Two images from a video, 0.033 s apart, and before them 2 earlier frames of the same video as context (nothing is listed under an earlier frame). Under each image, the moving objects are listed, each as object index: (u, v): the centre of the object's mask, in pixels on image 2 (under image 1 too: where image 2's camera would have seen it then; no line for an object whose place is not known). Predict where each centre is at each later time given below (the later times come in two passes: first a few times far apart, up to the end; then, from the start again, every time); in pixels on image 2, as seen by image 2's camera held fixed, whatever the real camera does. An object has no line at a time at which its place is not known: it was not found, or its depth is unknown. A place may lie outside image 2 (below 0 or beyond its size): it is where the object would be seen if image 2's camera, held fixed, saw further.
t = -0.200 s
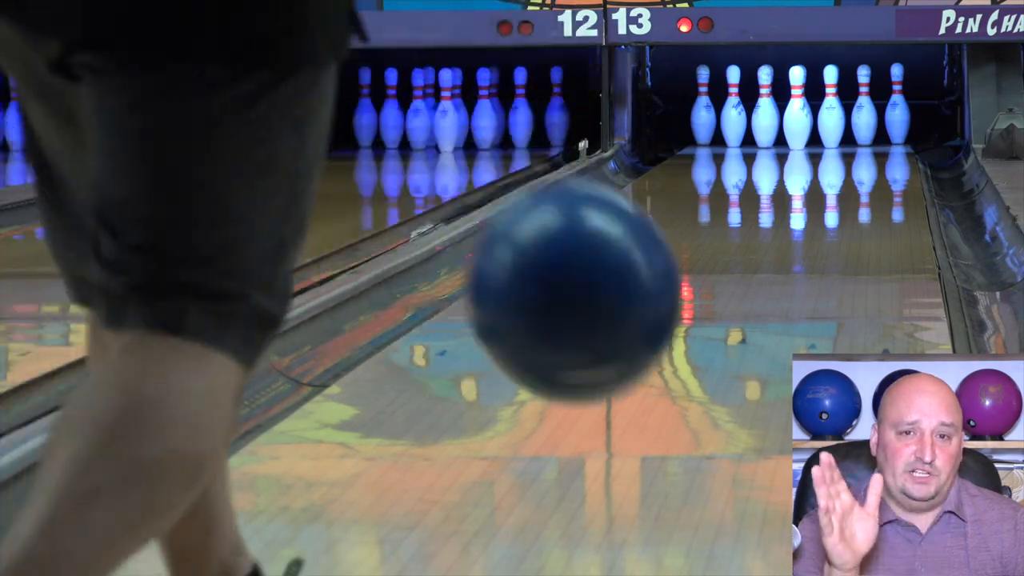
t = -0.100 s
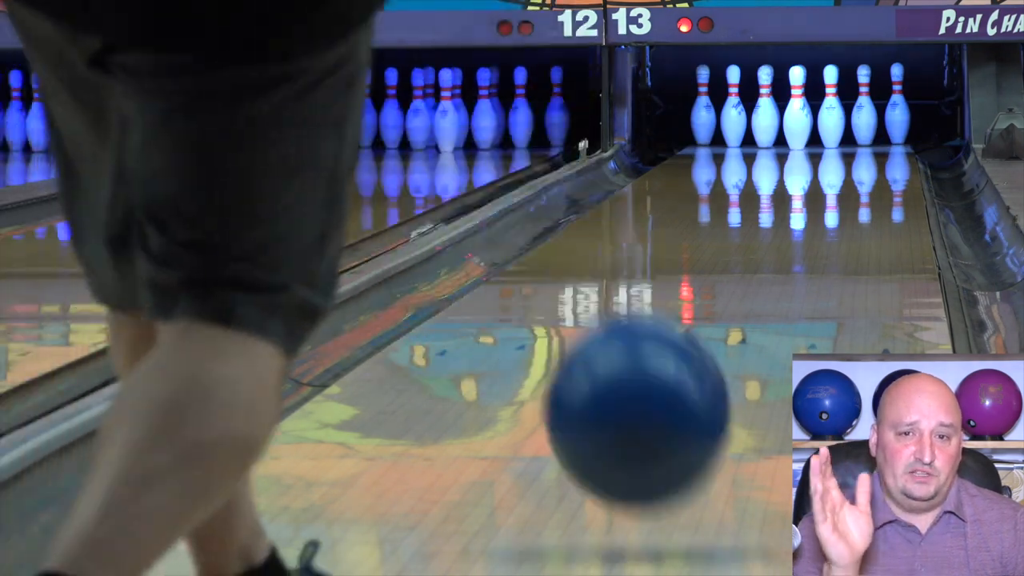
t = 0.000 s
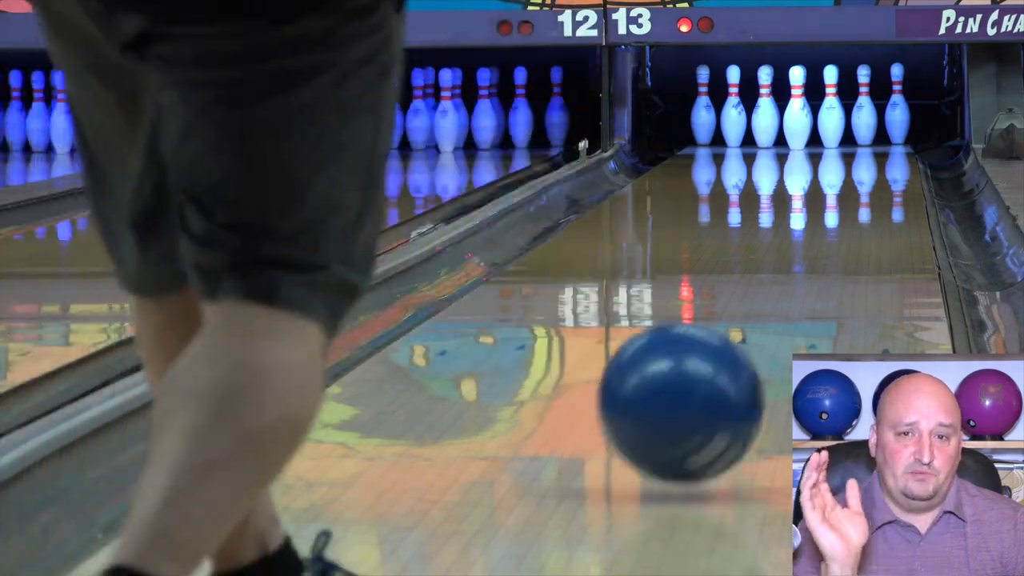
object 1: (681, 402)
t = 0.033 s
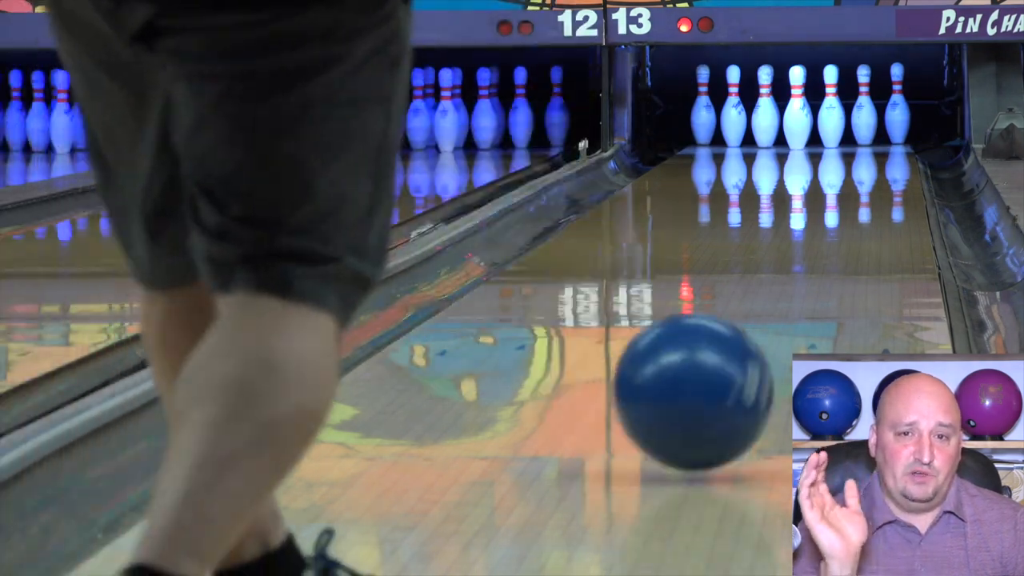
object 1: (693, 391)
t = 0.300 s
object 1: (764, 311)
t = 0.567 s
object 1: (808, 259)
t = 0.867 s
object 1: (837, 218)
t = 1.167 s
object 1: (853, 188)
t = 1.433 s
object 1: (859, 168)
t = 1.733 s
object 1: (856, 151)
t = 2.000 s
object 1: (844, 139)
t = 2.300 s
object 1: (820, 130)
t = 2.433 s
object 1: (809, 126)
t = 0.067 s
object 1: (705, 388)
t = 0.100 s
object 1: (714, 373)
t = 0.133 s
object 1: (724, 363)
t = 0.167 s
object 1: (732, 351)
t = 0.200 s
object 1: (741, 340)
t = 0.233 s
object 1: (749, 330)
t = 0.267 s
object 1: (757, 320)
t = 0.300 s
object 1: (764, 311)
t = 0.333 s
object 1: (771, 304)
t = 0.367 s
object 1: (778, 296)
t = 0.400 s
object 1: (784, 289)
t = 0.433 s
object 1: (789, 282)
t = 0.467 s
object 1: (795, 275)
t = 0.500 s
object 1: (799, 269)
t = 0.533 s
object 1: (804, 264)
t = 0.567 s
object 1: (808, 259)
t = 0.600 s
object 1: (812, 253)
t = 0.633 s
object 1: (816, 248)
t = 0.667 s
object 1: (820, 243)
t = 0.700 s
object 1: (823, 238)
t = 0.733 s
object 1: (826, 234)
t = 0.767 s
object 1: (829, 230)
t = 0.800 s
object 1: (832, 226)
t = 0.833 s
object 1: (835, 222)
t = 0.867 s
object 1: (837, 218)
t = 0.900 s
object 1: (839, 214)
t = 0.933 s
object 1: (841, 211)
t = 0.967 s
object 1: (843, 207)
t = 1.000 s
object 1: (846, 203)
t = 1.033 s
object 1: (847, 200)
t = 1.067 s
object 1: (849, 197)
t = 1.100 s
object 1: (850, 194)
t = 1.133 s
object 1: (851, 191)
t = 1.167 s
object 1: (853, 188)
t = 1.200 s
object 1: (854, 185)
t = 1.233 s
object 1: (855, 183)
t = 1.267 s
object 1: (856, 180)
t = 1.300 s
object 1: (856, 178)
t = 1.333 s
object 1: (857, 176)
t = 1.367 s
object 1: (858, 173)
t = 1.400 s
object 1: (859, 170)
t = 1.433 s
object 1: (859, 168)
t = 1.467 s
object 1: (859, 166)
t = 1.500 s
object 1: (859, 164)
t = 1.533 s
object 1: (859, 162)
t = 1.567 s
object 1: (859, 160)
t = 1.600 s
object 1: (859, 158)
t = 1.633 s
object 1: (859, 156)
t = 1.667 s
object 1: (858, 154)
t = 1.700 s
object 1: (858, 152)
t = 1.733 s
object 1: (856, 151)
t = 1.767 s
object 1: (856, 149)
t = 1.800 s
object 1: (855, 148)
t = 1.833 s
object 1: (854, 146)
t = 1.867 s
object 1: (852, 145)
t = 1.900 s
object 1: (850, 143)
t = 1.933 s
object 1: (848, 142)
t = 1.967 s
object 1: (846, 141)
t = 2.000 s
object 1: (844, 139)
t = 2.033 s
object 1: (842, 138)
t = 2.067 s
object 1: (840, 137)
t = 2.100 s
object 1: (837, 136)
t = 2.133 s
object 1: (835, 135)
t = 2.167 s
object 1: (832, 134)
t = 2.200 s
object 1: (829, 133)
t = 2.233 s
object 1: (827, 132)
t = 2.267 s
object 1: (823, 131)
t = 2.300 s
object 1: (820, 130)
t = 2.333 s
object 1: (817, 129)
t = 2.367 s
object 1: (814, 128)
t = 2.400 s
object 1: (810, 127)
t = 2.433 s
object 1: (809, 126)
